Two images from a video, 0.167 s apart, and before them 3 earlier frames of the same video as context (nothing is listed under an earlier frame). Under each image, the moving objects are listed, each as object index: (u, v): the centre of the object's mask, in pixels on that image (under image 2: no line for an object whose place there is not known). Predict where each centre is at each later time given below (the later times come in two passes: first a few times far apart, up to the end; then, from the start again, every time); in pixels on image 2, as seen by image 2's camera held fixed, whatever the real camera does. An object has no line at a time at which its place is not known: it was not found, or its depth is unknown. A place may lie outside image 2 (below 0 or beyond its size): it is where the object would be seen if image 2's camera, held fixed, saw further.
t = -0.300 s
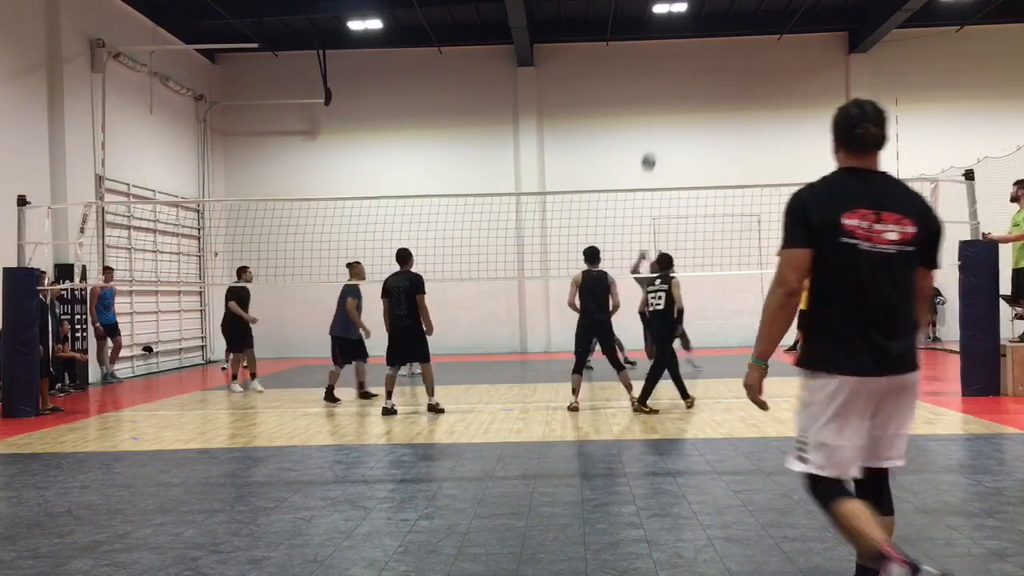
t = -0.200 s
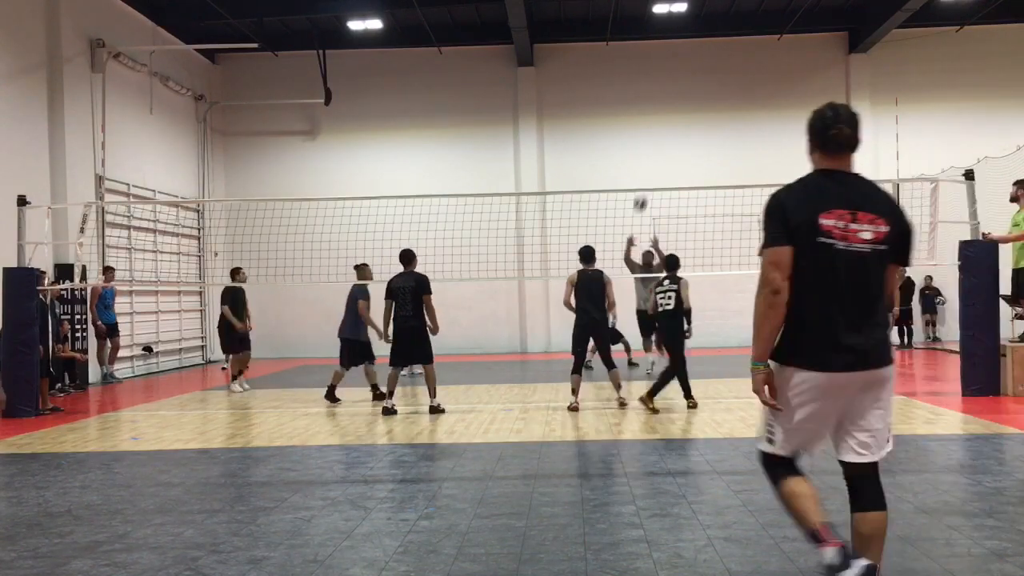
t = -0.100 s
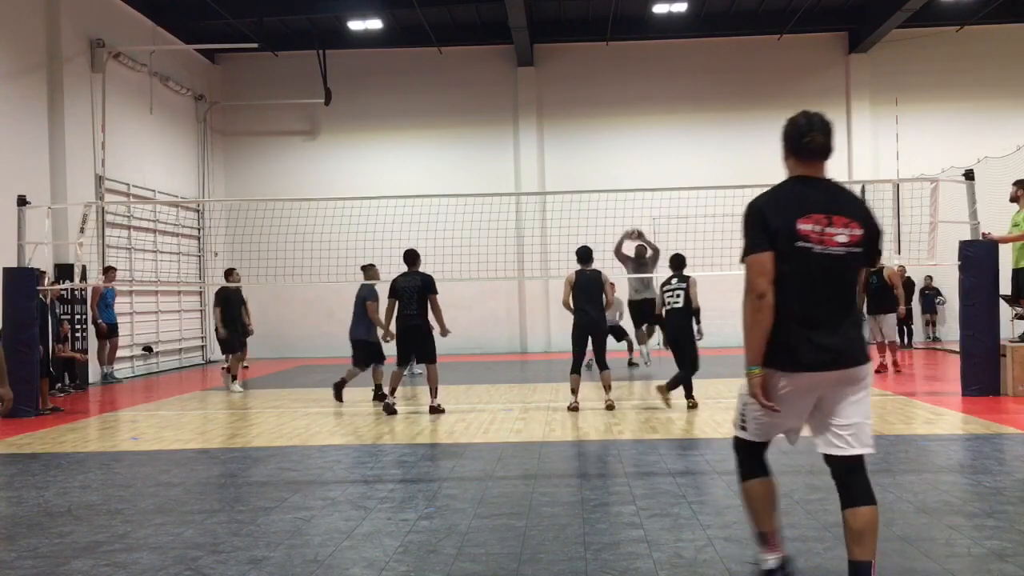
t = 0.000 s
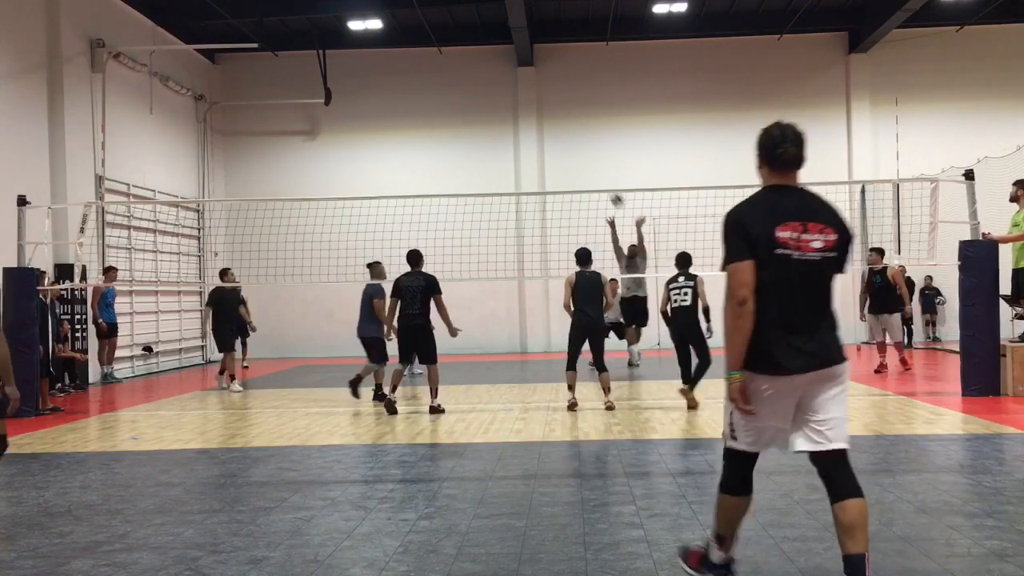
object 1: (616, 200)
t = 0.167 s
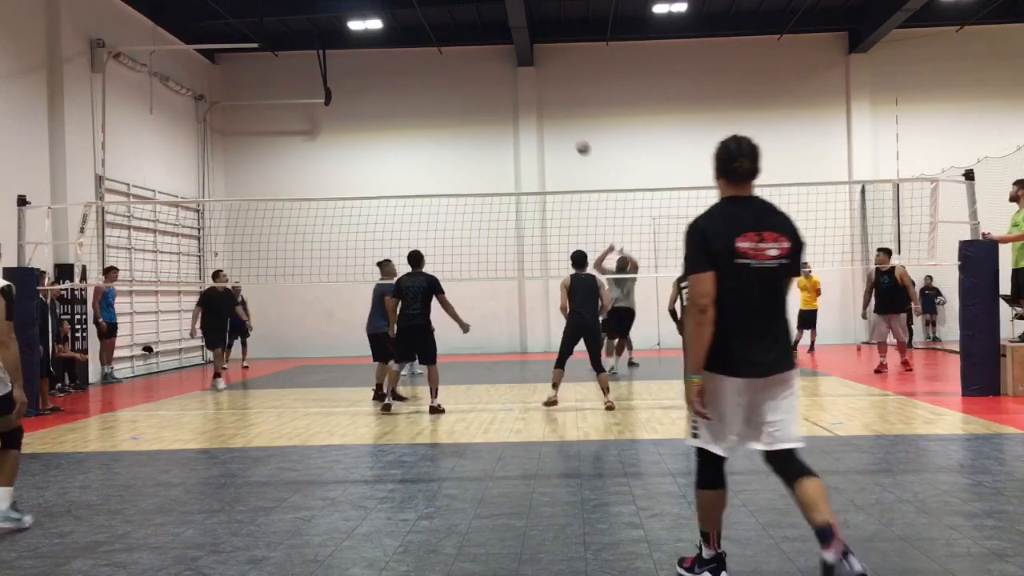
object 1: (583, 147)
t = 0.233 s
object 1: (569, 132)
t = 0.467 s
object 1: (521, 98)
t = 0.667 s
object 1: (479, 100)
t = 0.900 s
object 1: (430, 141)
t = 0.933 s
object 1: (424, 149)
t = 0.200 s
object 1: (576, 140)
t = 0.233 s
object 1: (569, 132)
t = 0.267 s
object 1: (562, 125)
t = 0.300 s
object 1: (555, 119)
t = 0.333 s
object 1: (549, 113)
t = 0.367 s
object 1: (542, 108)
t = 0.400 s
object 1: (535, 104)
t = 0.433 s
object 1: (529, 101)
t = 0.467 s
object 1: (521, 98)
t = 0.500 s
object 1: (514, 96)
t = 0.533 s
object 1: (508, 95)
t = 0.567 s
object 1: (501, 95)
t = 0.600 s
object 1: (494, 96)
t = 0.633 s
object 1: (486, 97)
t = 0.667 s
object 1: (479, 100)
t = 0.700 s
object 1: (472, 102)
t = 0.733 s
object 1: (466, 107)
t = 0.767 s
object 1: (459, 111)
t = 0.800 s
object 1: (452, 117)
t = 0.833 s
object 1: (444, 123)
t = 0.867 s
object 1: (438, 132)
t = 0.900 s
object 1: (430, 141)
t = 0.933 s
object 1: (424, 149)
